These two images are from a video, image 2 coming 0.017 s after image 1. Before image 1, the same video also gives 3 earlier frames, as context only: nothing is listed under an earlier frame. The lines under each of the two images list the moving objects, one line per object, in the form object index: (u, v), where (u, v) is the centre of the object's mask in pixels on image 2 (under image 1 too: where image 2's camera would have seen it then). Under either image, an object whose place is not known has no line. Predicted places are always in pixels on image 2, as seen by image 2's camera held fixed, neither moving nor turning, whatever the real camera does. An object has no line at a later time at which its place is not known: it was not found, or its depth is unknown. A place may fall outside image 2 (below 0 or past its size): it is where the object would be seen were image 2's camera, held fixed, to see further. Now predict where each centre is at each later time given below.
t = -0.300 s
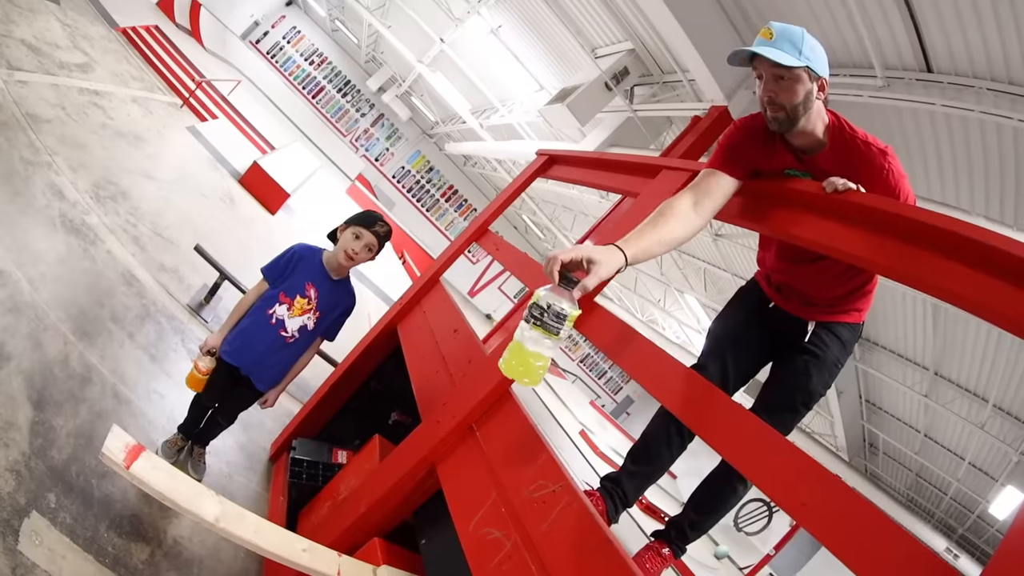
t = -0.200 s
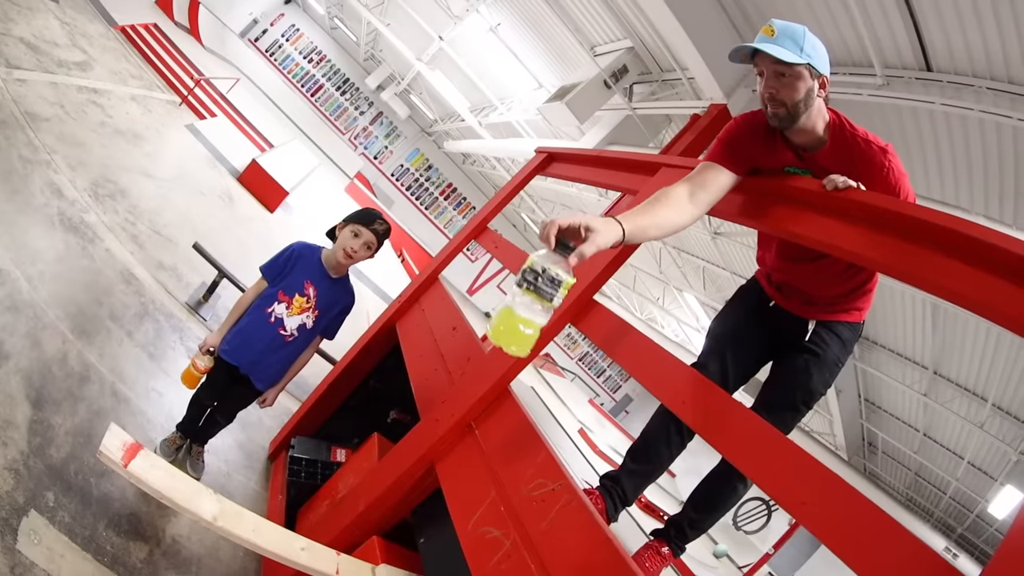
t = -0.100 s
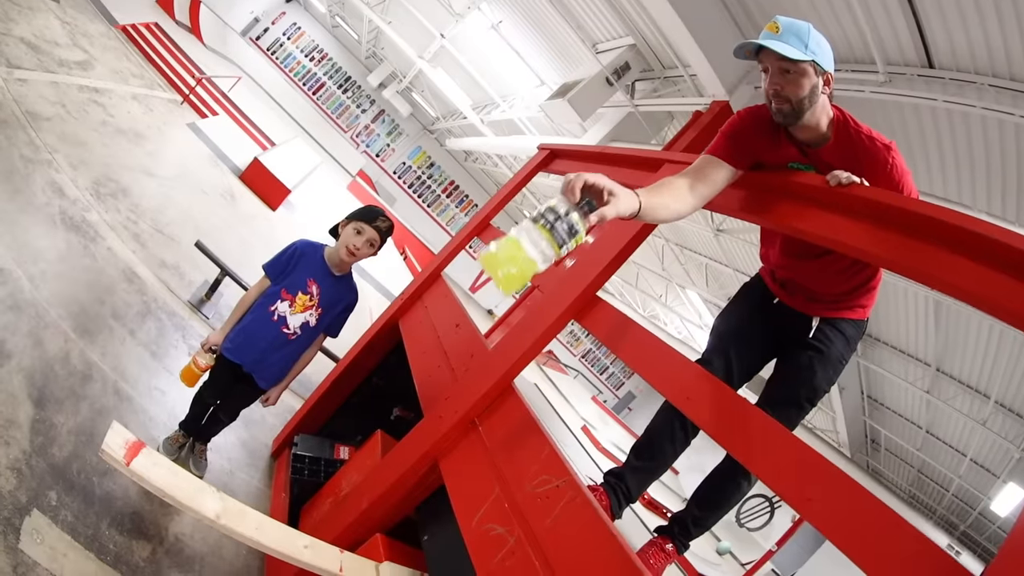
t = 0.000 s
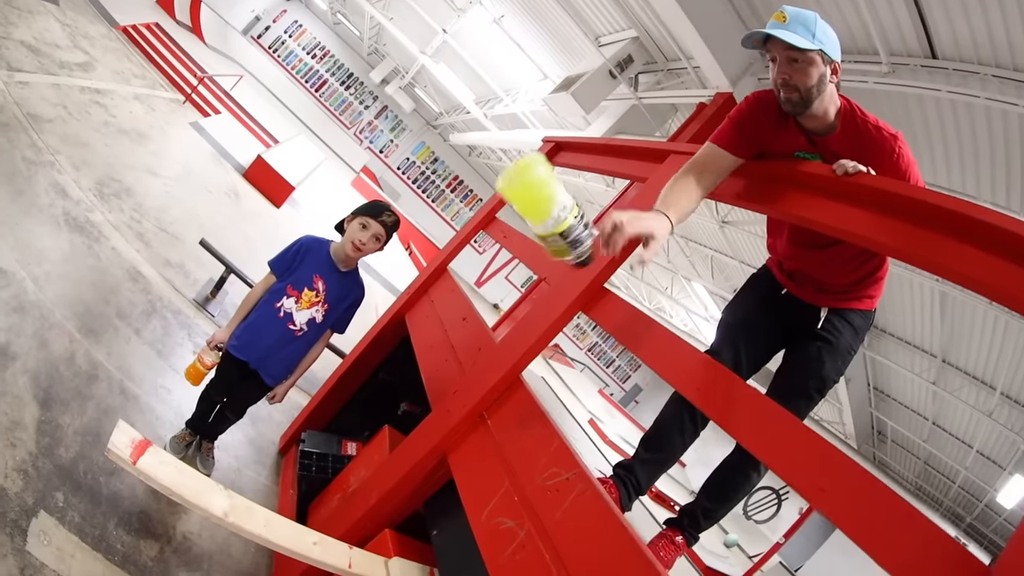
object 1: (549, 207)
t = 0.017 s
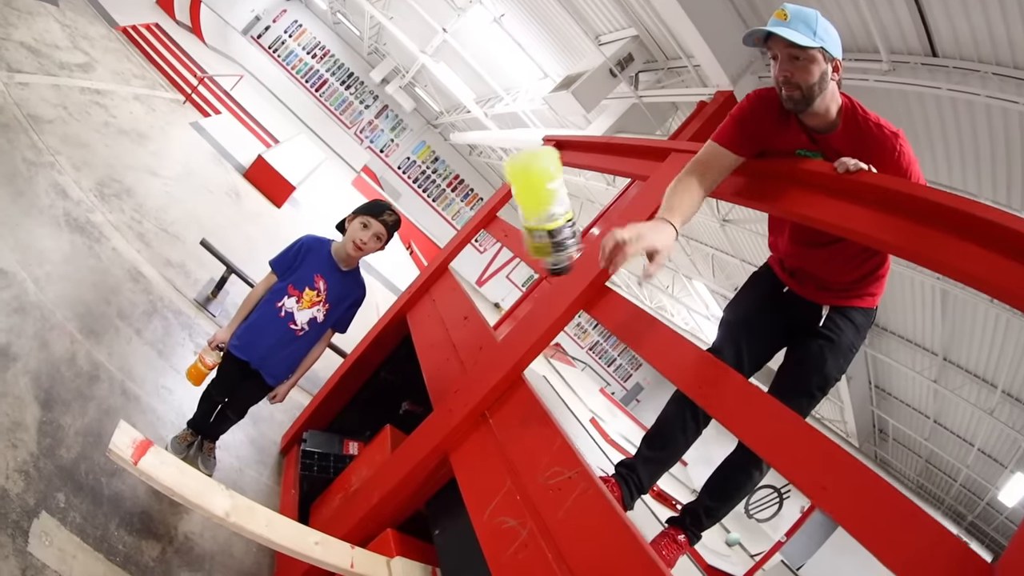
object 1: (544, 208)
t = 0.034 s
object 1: (537, 206)
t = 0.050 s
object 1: (528, 205)
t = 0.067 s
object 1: (520, 198)
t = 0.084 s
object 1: (514, 192)
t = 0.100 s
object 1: (507, 185)
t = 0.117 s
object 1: (504, 180)
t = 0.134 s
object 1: (498, 180)
